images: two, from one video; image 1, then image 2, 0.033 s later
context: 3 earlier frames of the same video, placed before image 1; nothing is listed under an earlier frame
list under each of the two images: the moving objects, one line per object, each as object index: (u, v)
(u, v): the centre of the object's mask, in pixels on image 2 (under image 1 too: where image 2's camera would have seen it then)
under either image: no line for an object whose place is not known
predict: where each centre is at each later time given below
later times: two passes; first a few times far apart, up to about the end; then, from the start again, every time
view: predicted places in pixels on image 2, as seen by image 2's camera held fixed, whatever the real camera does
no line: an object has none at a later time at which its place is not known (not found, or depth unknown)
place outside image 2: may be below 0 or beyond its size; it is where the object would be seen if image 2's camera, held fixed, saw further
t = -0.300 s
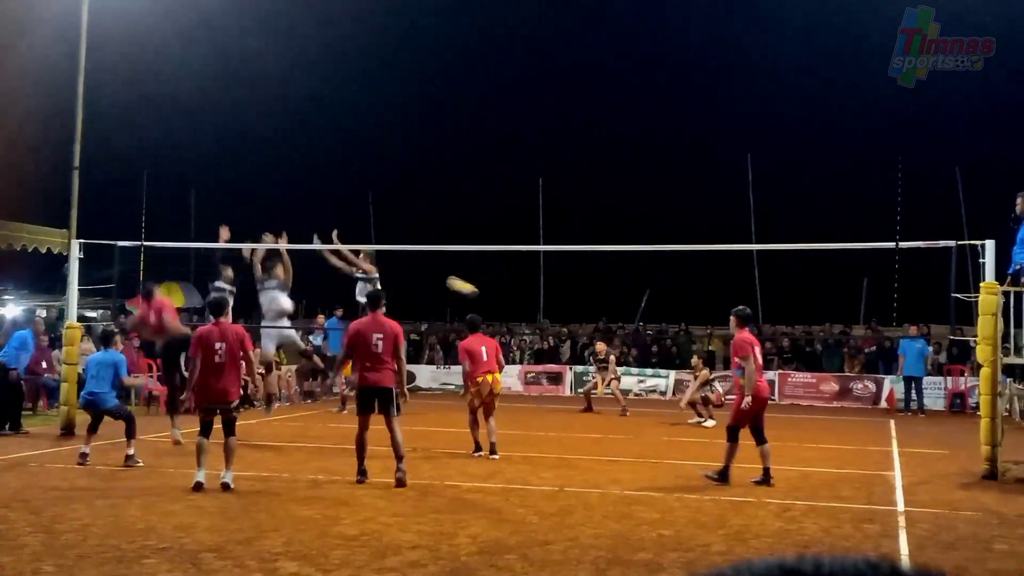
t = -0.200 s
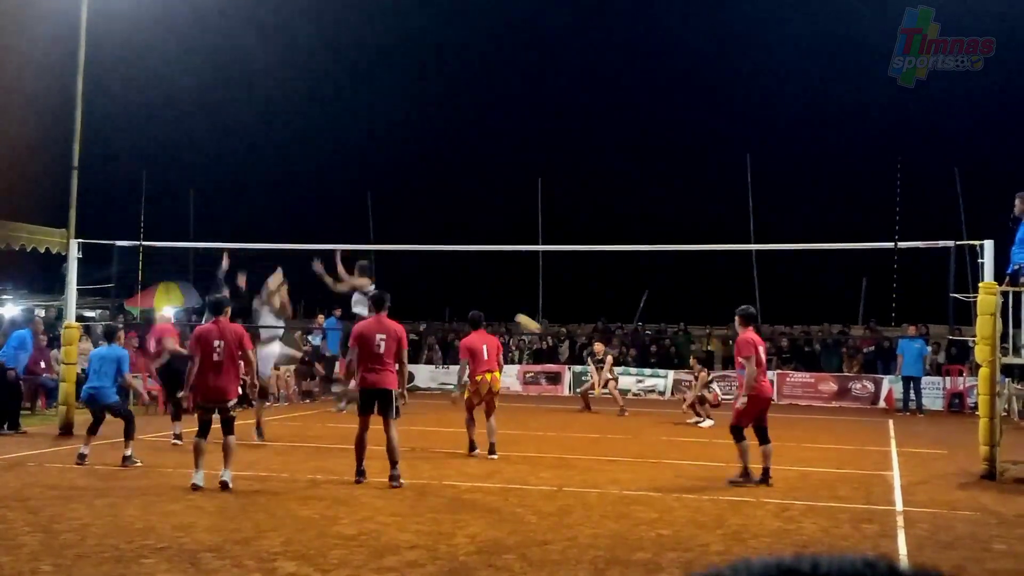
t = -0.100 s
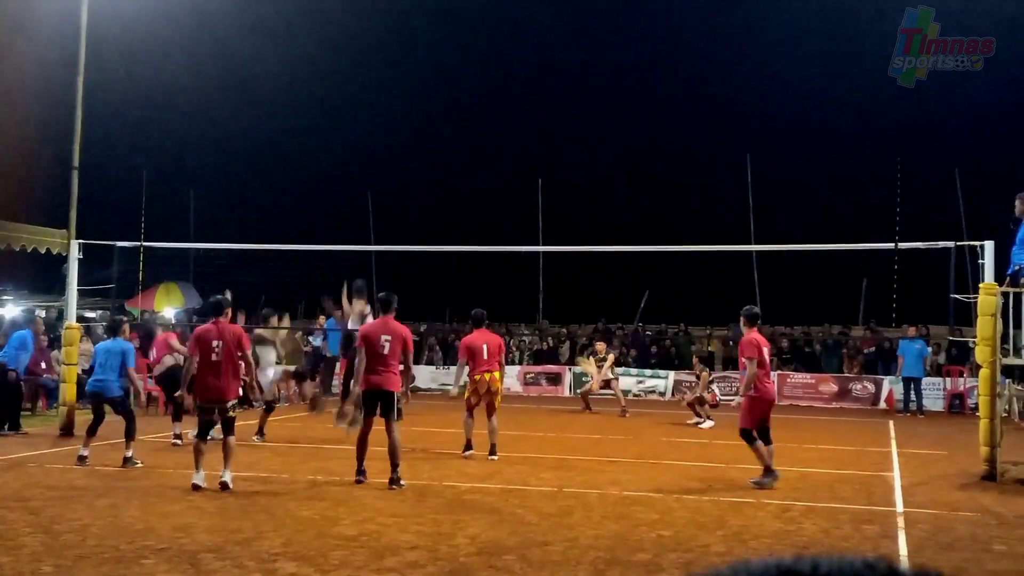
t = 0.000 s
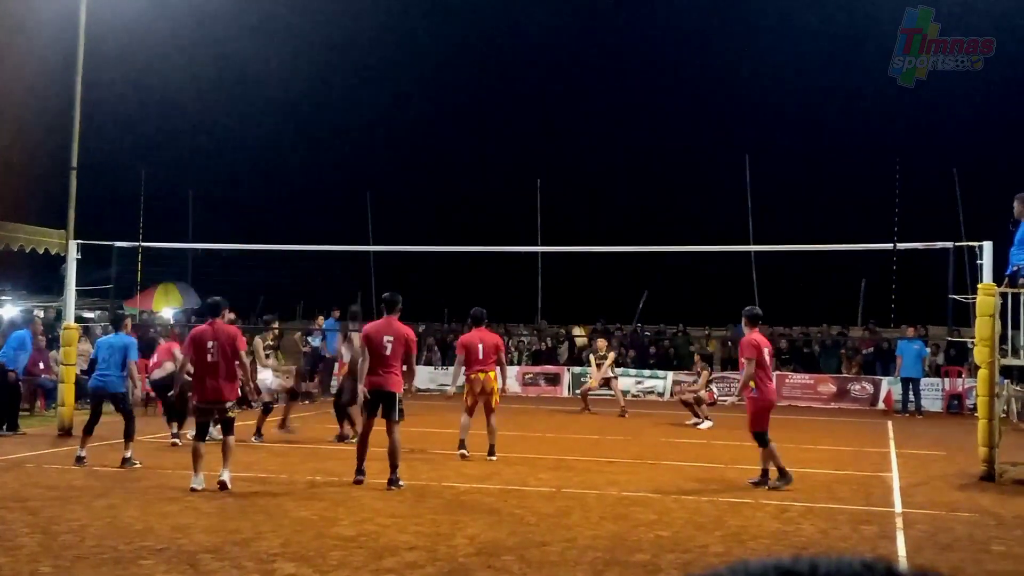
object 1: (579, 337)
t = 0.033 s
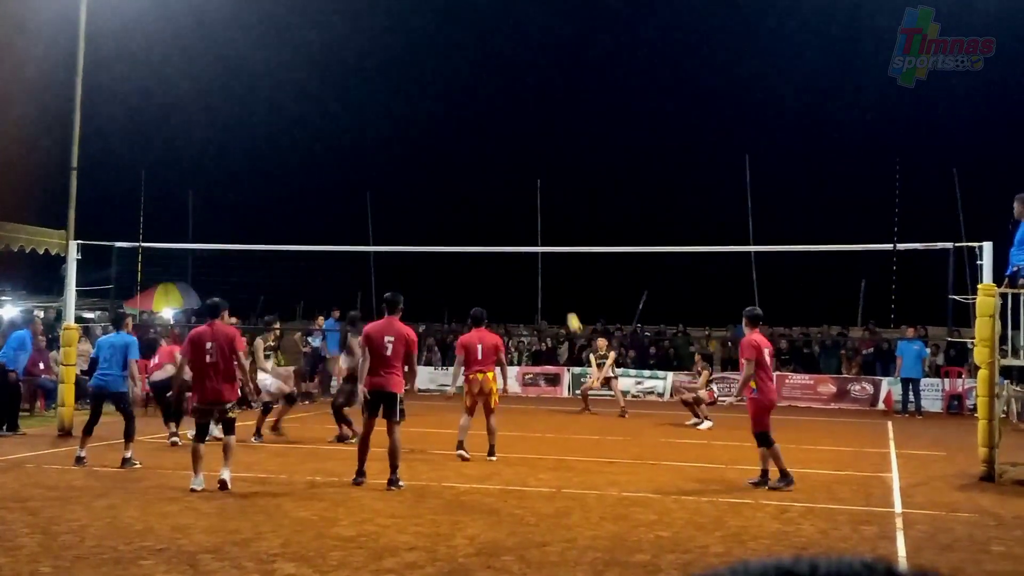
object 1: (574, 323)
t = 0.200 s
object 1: (543, 262)
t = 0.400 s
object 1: (506, 209)
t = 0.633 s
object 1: (462, 176)
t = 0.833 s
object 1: (422, 174)
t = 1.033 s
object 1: (380, 198)
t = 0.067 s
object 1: (567, 310)
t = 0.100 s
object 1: (561, 297)
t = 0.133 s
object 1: (555, 284)
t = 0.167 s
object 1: (549, 273)
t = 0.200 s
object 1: (543, 262)
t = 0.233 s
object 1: (537, 252)
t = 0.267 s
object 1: (530, 241)
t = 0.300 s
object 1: (524, 233)
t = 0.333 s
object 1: (519, 224)
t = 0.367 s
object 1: (512, 217)
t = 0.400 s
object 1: (506, 209)
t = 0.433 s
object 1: (500, 203)
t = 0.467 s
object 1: (494, 197)
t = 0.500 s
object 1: (487, 191)
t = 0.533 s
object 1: (481, 187)
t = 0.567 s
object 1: (475, 182)
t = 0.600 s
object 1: (468, 179)
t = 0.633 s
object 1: (462, 176)
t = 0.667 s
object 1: (455, 174)
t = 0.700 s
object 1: (449, 173)
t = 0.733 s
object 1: (443, 172)
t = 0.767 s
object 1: (435, 172)
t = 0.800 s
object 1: (429, 173)
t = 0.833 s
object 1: (422, 174)
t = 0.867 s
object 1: (415, 176)
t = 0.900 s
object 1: (409, 179)
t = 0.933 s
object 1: (401, 183)
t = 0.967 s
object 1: (395, 187)
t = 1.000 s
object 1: (388, 192)
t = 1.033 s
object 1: (380, 198)
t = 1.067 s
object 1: (373, 204)
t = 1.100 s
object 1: (366, 212)
